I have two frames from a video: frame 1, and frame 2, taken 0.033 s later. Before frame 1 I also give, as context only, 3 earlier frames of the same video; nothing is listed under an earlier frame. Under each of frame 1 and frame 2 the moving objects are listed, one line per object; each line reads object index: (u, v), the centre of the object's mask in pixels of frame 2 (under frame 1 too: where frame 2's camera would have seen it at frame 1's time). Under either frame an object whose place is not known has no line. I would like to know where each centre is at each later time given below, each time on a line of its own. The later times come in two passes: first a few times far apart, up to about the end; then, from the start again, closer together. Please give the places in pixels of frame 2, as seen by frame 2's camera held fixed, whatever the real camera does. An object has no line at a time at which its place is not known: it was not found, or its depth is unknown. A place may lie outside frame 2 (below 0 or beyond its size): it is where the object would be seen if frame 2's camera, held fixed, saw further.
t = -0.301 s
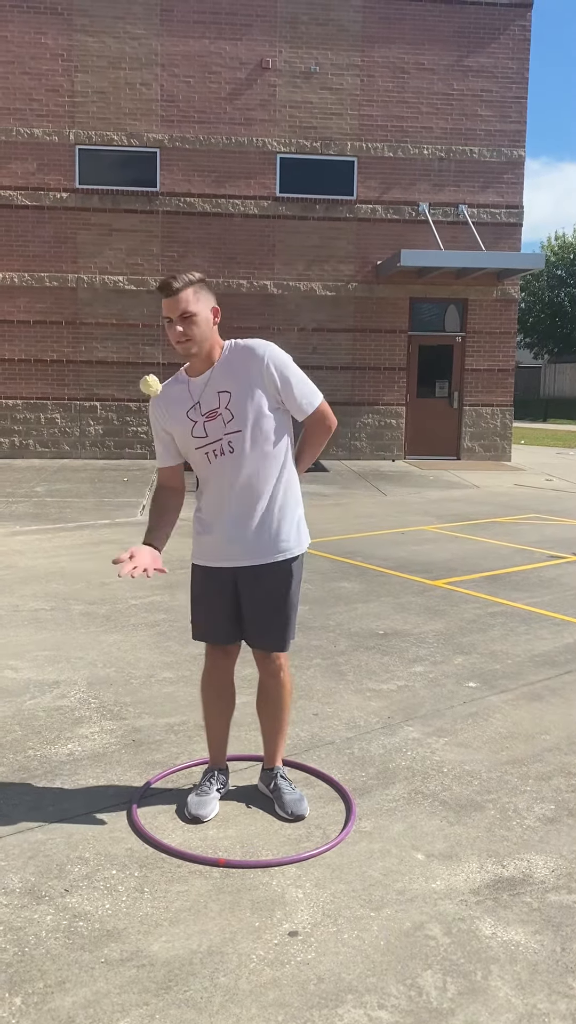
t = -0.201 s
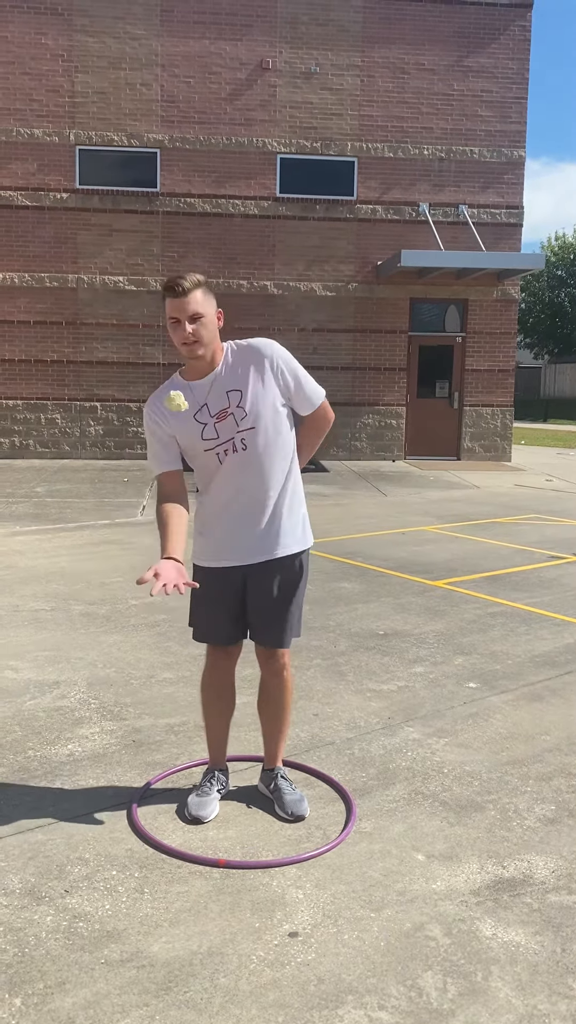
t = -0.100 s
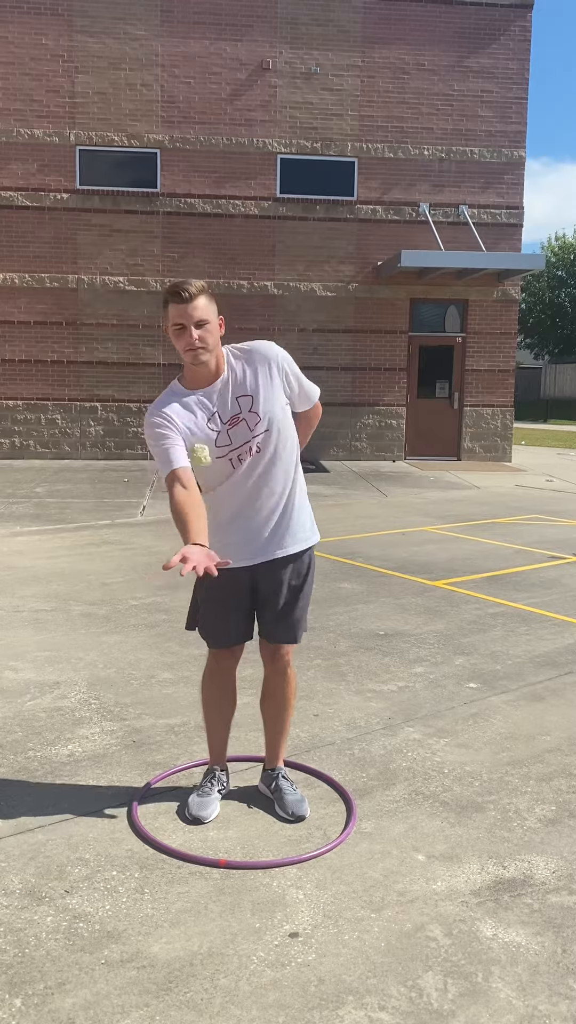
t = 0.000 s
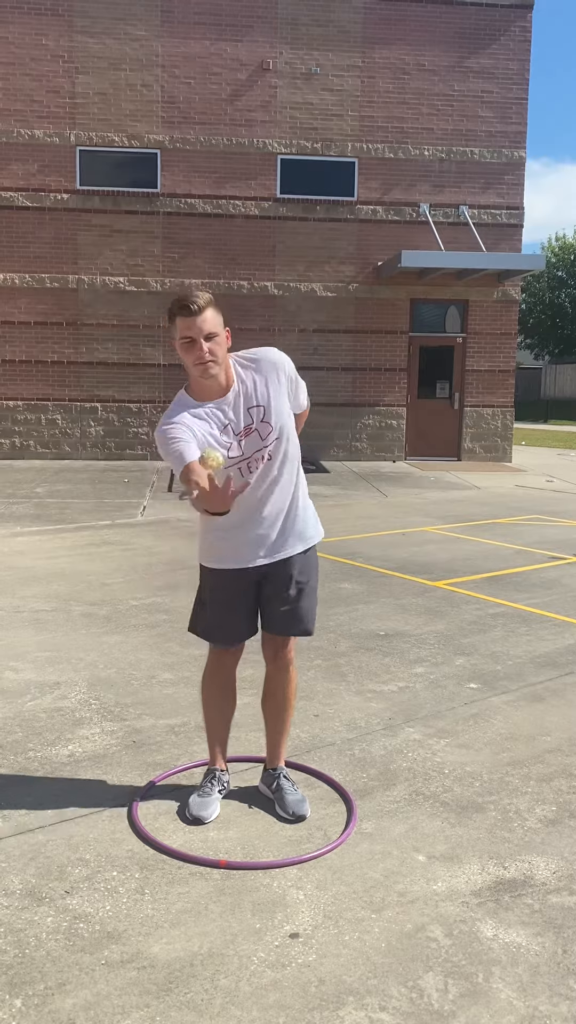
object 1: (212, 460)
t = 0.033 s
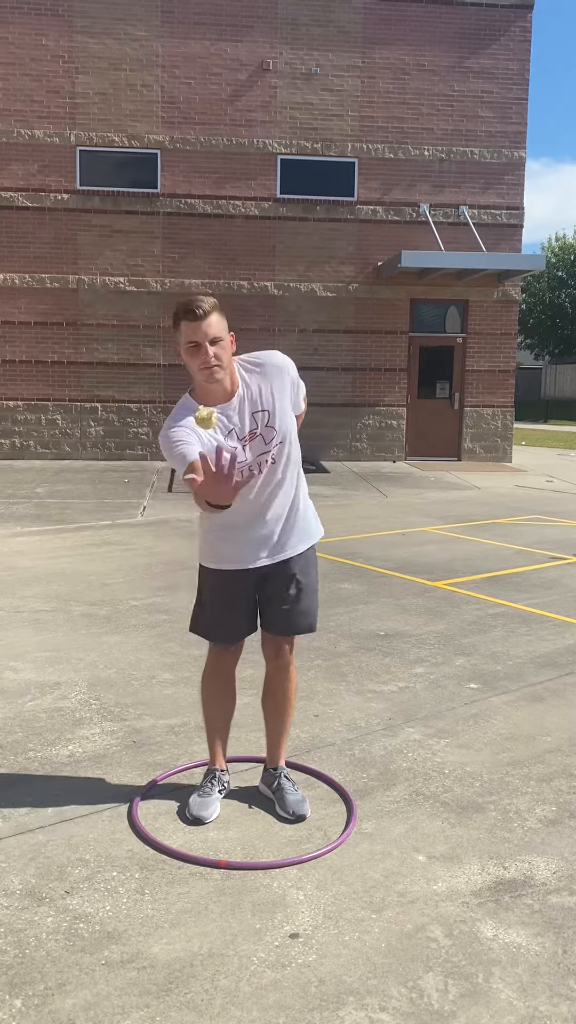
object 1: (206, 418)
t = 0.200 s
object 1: (188, 284)
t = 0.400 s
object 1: (164, 276)
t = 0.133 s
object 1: (194, 323)
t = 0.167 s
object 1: (192, 301)
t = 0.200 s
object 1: (188, 284)
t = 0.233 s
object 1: (184, 271)
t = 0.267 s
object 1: (179, 261)
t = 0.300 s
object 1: (175, 257)
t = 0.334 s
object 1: (170, 257)
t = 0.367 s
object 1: (167, 265)
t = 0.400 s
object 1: (164, 276)
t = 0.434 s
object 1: (161, 291)
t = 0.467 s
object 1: (157, 311)
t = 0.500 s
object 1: (152, 332)
